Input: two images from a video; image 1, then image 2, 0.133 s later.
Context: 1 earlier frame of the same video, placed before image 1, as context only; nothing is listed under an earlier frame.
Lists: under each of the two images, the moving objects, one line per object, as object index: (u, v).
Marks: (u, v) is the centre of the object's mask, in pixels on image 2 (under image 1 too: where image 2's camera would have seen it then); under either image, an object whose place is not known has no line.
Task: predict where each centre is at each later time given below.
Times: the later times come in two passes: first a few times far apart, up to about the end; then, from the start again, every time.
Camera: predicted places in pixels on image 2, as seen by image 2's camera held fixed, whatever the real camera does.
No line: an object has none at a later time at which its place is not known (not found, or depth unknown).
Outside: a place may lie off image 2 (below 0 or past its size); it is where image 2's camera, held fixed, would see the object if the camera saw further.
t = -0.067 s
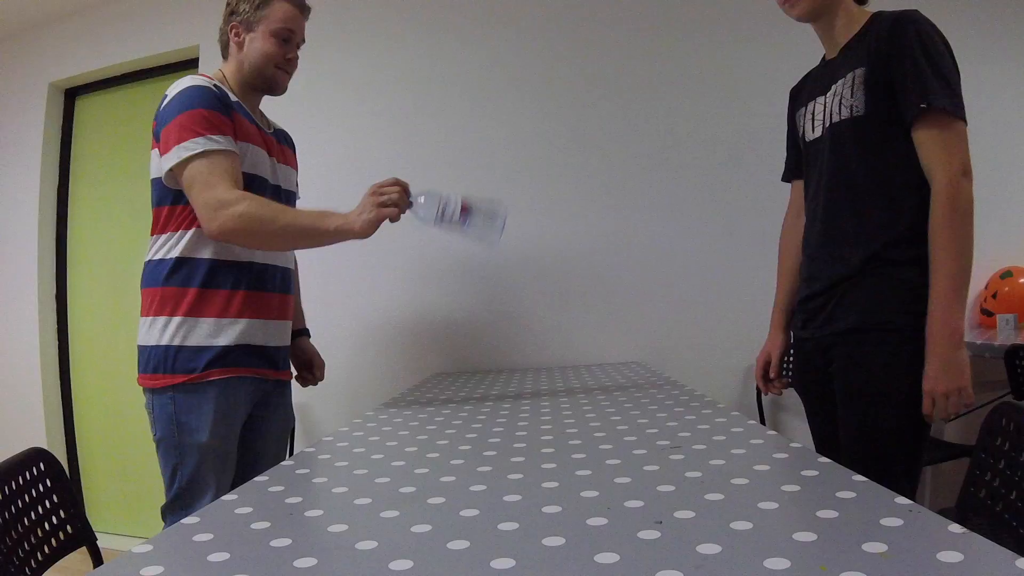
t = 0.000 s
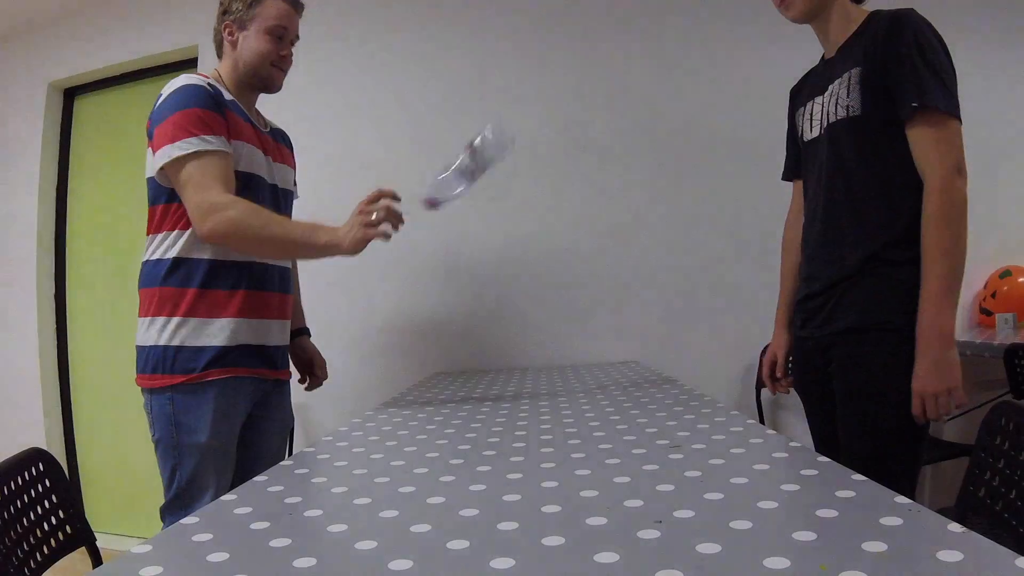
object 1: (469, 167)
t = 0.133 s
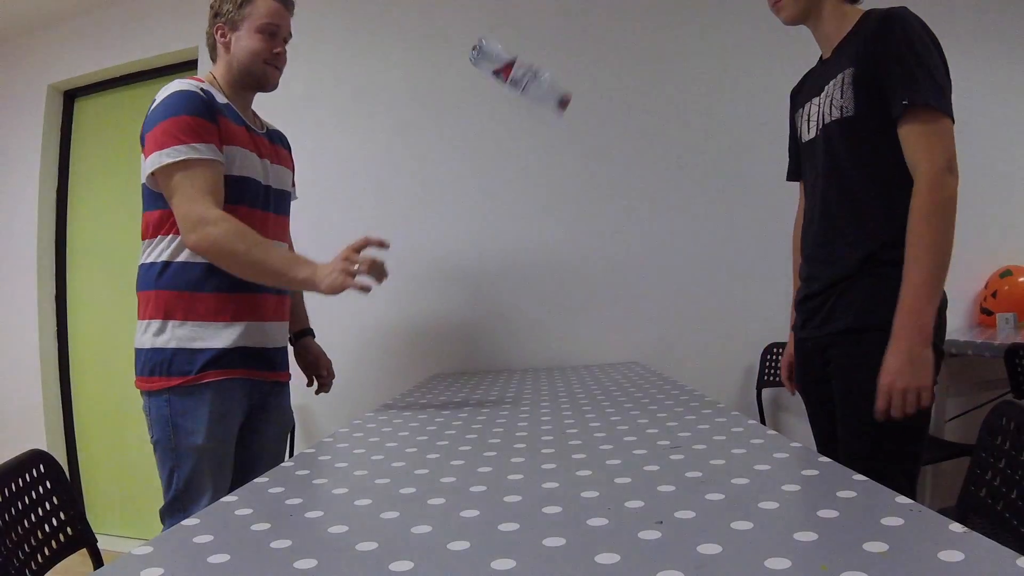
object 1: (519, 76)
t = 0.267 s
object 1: (535, 61)
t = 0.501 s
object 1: (586, 275)
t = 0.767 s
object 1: (602, 358)
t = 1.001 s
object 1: (584, 359)
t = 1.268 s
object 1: (589, 359)
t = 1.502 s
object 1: (587, 359)
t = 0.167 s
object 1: (522, 62)
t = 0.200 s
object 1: (526, 55)
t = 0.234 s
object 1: (530, 56)
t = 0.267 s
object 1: (535, 61)
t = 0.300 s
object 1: (539, 72)
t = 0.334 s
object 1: (544, 90)
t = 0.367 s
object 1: (552, 114)
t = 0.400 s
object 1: (559, 144)
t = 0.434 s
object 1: (568, 181)
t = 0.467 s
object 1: (577, 220)
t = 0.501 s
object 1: (586, 275)
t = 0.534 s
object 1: (595, 325)
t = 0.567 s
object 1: (600, 357)
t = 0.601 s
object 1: (599, 356)
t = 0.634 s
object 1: (600, 357)
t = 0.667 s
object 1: (600, 357)
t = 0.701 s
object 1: (601, 356)
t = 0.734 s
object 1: (602, 357)
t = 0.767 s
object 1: (602, 358)
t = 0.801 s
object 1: (602, 358)
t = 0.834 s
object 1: (600, 358)
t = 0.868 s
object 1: (597, 359)
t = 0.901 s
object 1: (592, 359)
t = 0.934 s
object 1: (587, 360)
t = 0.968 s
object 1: (585, 360)
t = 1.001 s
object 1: (584, 359)
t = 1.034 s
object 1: (585, 360)
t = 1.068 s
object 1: (586, 359)
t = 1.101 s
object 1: (586, 360)
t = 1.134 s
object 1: (587, 360)
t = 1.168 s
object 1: (589, 359)
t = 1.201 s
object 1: (591, 358)
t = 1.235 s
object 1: (591, 359)
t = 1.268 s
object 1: (589, 359)
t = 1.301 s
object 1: (587, 359)
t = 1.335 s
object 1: (586, 359)
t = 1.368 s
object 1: (588, 359)
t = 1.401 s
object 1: (589, 359)
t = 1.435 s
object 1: (588, 359)
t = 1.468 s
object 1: (587, 359)
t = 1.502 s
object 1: (587, 359)
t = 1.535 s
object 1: (588, 359)
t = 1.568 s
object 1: (589, 358)
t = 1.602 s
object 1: (588, 359)
